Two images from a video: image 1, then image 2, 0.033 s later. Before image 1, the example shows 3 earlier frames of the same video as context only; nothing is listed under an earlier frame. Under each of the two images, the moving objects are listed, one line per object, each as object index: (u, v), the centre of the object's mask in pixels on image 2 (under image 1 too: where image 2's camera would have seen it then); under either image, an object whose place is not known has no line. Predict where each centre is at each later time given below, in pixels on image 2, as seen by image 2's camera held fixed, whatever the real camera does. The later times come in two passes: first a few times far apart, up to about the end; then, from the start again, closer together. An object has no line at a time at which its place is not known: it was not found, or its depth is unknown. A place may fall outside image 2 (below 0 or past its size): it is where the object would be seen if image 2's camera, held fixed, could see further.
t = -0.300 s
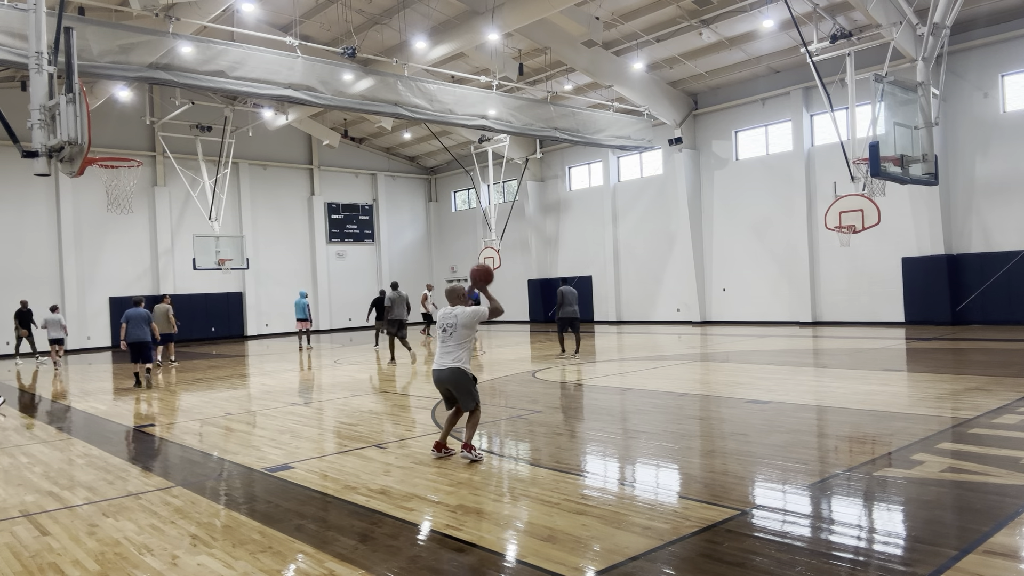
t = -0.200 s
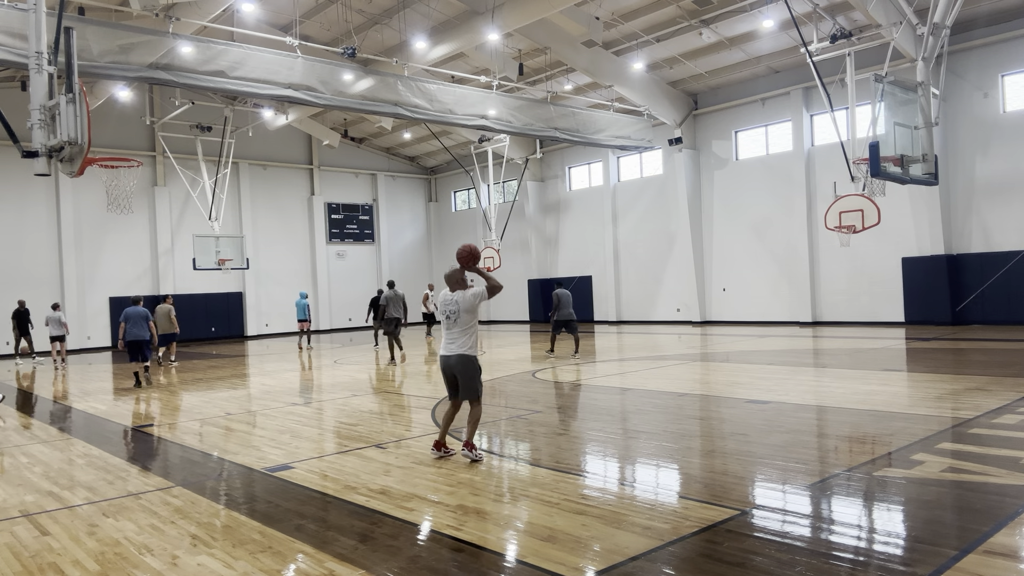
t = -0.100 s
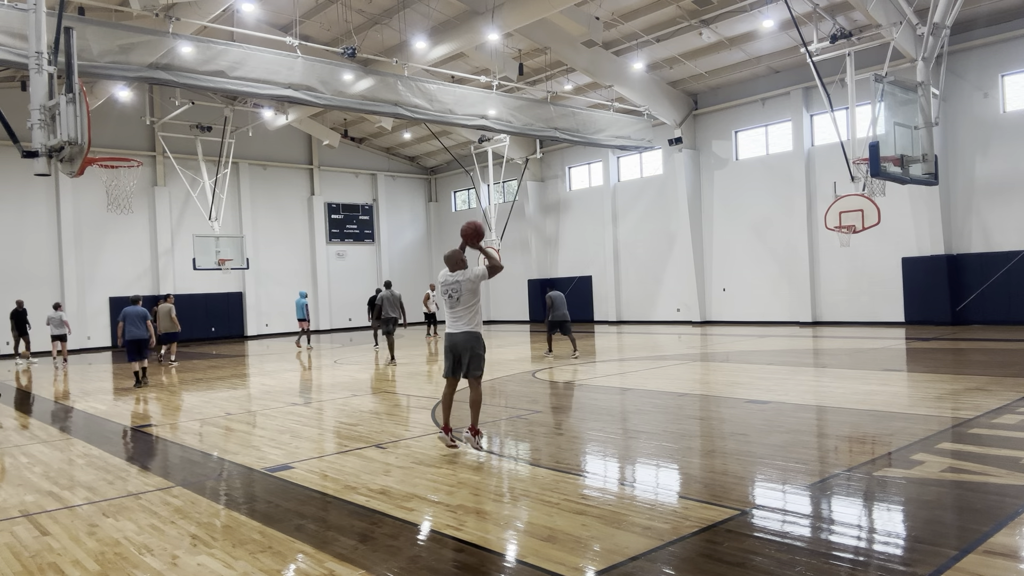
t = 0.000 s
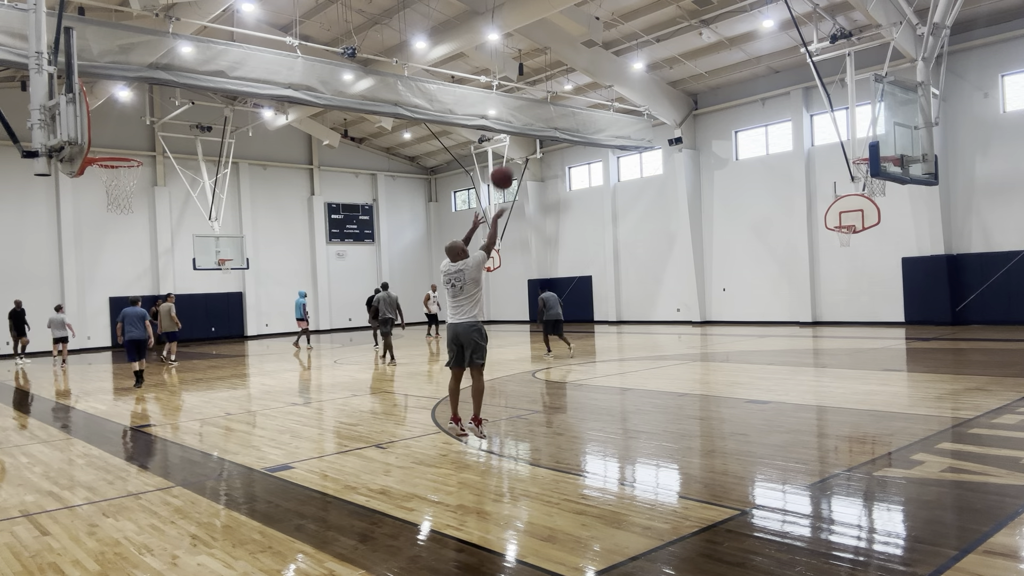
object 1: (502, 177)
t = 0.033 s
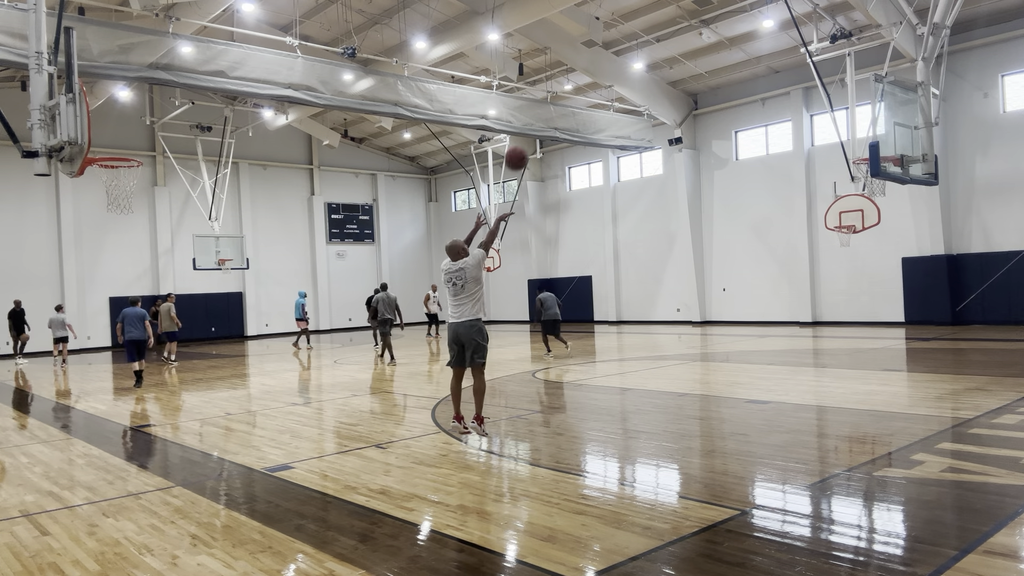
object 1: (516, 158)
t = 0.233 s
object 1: (596, 72)
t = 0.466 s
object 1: (679, 28)
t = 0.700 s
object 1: (751, 32)
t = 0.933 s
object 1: (819, 77)
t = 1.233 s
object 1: (866, 179)
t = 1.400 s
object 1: (855, 176)
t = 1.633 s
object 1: (857, 184)
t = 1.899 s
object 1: (860, 241)
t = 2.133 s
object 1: (867, 333)
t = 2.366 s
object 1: (874, 340)
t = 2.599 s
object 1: (883, 290)
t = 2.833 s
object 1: (893, 280)
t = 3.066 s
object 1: (906, 313)
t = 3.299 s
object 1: (921, 388)
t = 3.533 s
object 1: (929, 336)
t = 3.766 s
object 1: (941, 328)
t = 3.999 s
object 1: (954, 363)
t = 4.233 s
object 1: (964, 364)
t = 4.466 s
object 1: (975, 352)
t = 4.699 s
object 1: (986, 387)
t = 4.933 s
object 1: (996, 367)
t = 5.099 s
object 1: (1004, 375)
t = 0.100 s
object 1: (543, 124)
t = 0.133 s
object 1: (557, 109)
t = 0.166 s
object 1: (570, 95)
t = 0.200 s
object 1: (583, 83)
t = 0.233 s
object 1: (596, 72)
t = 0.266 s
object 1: (608, 63)
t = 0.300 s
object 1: (620, 54)
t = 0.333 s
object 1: (633, 46)
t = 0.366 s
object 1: (644, 40)
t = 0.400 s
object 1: (657, 35)
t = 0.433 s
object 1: (668, 31)
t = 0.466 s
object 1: (679, 28)
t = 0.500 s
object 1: (690, 26)
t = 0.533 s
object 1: (701, 25)
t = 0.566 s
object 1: (711, 24)
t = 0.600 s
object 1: (722, 25)
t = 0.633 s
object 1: (732, 27)
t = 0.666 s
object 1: (742, 29)
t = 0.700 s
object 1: (751, 32)
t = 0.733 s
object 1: (762, 38)
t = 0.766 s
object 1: (772, 42)
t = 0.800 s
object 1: (781, 47)
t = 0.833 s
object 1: (790, 53)
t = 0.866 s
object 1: (800, 61)
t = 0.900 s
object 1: (809, 69)
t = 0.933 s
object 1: (819, 77)
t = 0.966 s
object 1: (827, 87)
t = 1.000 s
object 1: (836, 96)
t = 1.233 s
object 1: (866, 179)
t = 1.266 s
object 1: (862, 183)
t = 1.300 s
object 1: (859, 182)
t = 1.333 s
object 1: (857, 180)
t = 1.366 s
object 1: (856, 178)
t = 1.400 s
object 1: (855, 176)
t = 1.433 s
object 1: (855, 175)
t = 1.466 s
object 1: (857, 173)
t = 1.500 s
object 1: (855, 176)
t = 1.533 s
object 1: (853, 178)
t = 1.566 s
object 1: (854, 179)
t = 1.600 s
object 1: (856, 181)
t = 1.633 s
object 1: (857, 184)
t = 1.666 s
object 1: (857, 188)
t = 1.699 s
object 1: (857, 193)
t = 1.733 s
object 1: (858, 199)
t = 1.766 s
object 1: (858, 205)
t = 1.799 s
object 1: (859, 213)
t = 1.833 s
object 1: (859, 222)
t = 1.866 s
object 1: (860, 231)
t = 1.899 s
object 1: (860, 241)
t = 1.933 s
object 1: (861, 252)
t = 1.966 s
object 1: (862, 263)
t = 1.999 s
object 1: (863, 276)
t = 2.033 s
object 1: (864, 289)
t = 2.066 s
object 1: (865, 303)
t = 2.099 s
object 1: (866, 317)
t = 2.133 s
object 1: (867, 333)
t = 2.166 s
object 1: (868, 350)
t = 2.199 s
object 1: (869, 367)
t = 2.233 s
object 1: (870, 385)
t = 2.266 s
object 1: (872, 373)
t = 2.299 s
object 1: (872, 361)
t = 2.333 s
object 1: (873, 350)
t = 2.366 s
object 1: (874, 340)
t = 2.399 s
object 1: (875, 330)
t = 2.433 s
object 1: (876, 321)
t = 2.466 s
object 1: (877, 313)
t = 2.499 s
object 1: (879, 306)
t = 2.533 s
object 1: (880, 300)
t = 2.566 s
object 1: (881, 294)
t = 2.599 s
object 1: (883, 290)
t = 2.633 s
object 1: (884, 286)
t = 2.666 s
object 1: (886, 283)
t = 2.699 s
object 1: (887, 281)
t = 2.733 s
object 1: (889, 279)
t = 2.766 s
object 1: (890, 279)
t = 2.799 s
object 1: (892, 279)
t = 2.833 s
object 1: (893, 280)
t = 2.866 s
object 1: (895, 283)
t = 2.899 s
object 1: (897, 286)
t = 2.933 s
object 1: (899, 289)
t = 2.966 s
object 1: (900, 294)
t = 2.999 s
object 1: (902, 300)
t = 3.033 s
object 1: (904, 306)
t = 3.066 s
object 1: (906, 313)
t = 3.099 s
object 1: (908, 321)
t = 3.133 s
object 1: (910, 330)
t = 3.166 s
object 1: (912, 341)
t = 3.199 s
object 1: (914, 351)
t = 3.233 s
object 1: (916, 363)
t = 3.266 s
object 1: (919, 375)
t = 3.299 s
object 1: (921, 388)
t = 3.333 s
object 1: (922, 378)
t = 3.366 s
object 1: (923, 369)
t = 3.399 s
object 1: (924, 361)
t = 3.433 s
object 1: (926, 353)
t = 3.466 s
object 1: (927, 347)
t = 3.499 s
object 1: (928, 341)
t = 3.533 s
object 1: (929, 336)
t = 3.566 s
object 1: (931, 333)
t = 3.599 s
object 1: (932, 330)
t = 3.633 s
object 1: (935, 328)
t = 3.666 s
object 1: (936, 327)
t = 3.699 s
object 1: (938, 326)
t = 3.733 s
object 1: (939, 326)
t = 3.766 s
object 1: (941, 328)
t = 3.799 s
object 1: (942, 330)
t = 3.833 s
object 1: (944, 333)
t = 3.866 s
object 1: (946, 337)
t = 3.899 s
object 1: (948, 342)
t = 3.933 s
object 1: (950, 348)
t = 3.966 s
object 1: (952, 355)
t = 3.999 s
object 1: (954, 363)
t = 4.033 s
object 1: (956, 371)
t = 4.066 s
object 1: (958, 381)
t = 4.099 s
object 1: (960, 389)
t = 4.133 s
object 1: (962, 381)
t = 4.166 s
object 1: (962, 375)
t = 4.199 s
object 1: (963, 369)
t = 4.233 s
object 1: (964, 364)
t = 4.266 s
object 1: (966, 359)
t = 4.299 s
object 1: (967, 356)
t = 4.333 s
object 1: (968, 353)
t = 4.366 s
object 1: (970, 351)
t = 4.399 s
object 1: (971, 351)
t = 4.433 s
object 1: (972, 351)
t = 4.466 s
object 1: (975, 352)
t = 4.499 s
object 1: (976, 355)
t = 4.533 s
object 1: (977, 358)
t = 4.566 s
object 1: (979, 362)
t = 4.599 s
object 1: (981, 367)
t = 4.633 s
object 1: (983, 372)
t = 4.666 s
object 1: (984, 379)
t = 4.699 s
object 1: (986, 387)
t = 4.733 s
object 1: (987, 387)
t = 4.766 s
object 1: (989, 381)
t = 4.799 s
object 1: (990, 377)
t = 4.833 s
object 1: (992, 373)
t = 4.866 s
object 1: (993, 370)
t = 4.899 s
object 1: (995, 368)
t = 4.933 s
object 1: (996, 367)
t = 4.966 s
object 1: (997, 367)
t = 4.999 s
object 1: (999, 368)
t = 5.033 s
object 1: (1000, 369)
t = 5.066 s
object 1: (1002, 372)
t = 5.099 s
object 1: (1004, 375)
